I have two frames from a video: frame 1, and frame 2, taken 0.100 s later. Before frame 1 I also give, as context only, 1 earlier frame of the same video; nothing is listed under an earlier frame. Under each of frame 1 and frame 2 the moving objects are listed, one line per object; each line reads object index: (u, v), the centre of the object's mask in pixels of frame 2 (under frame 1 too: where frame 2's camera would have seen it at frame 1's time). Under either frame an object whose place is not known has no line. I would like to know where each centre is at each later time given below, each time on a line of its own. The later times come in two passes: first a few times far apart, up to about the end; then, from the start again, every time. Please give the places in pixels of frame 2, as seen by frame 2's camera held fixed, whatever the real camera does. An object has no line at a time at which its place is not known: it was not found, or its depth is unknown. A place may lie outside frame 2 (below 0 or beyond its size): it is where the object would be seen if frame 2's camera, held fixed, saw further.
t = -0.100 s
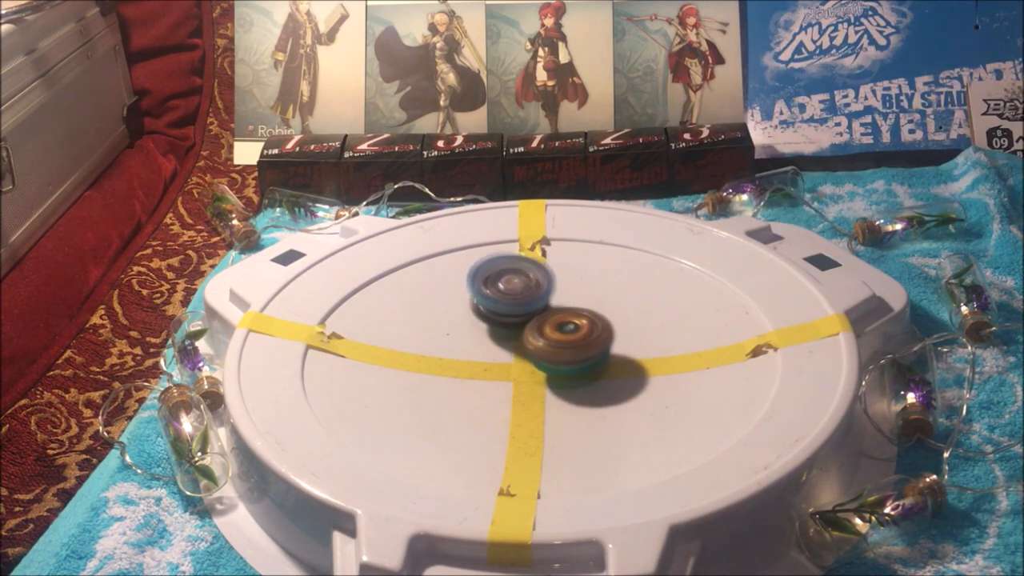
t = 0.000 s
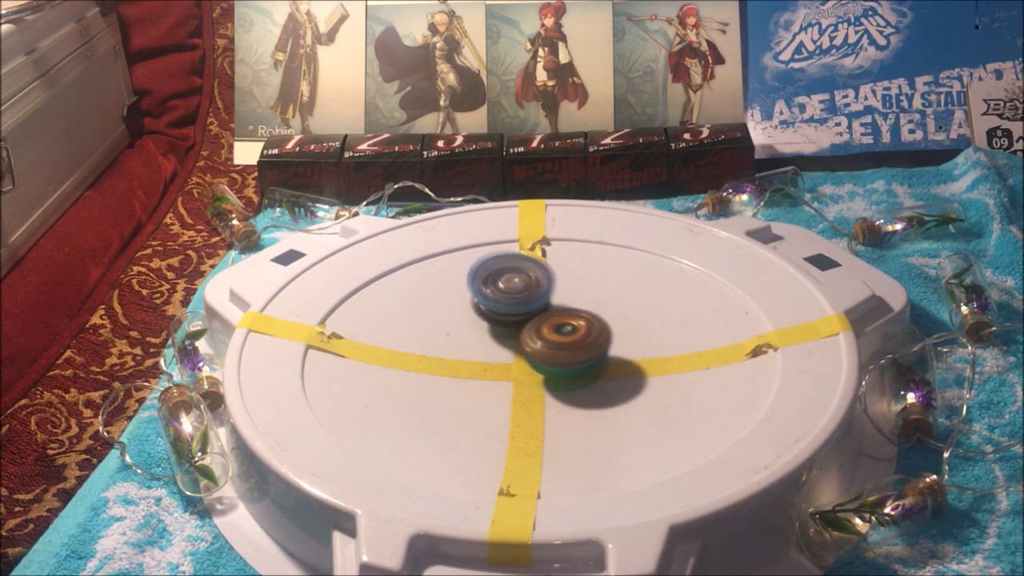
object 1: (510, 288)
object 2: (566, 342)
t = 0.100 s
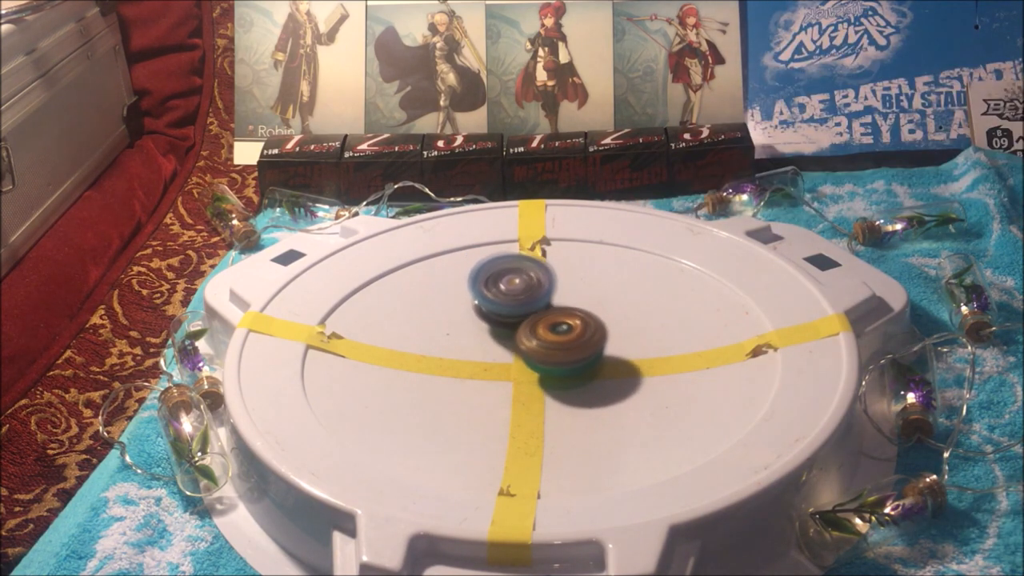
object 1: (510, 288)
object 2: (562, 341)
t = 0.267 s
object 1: (509, 284)
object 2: (560, 337)
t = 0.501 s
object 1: (505, 284)
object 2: (560, 333)
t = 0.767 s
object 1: (492, 278)
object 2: (555, 331)
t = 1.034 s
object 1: (480, 278)
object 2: (556, 319)
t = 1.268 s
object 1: (485, 290)
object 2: (567, 318)
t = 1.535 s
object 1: (485, 311)
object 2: (578, 326)
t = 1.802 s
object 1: (473, 327)
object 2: (566, 333)
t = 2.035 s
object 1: (459, 335)
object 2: (552, 329)
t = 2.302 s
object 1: (453, 338)
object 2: (555, 316)
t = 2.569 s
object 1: (477, 336)
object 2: (558, 310)
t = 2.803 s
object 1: (493, 344)
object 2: (566, 308)
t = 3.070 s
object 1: (500, 355)
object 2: (563, 313)
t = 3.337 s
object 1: (501, 361)
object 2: (556, 313)
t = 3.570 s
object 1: (499, 365)
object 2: (549, 317)
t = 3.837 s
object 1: (500, 362)
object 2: (561, 313)
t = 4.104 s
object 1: (512, 356)
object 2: (580, 314)
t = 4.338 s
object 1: (511, 349)
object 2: (585, 314)
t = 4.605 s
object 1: (497, 348)
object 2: (579, 314)
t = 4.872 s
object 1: (488, 342)
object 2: (566, 312)
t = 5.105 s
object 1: (482, 340)
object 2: (559, 306)
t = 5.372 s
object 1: (487, 338)
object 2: (562, 306)
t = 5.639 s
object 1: (484, 341)
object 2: (567, 311)
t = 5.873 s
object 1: (482, 344)
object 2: (567, 319)
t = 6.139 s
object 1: (474, 346)
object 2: (566, 324)
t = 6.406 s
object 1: (477, 345)
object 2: (564, 324)
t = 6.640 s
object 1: (475, 347)
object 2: (561, 318)
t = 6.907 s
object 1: (489, 354)
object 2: (556, 315)
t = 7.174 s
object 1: (517, 359)
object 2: (552, 306)
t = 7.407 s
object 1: (536, 361)
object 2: (550, 304)
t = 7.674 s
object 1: (554, 376)
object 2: (546, 309)
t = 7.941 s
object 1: (557, 375)
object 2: (546, 309)
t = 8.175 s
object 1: (559, 363)
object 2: (548, 307)
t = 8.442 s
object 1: (569, 361)
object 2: (546, 305)
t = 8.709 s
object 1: (573, 360)
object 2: (545, 306)
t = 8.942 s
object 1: (575, 358)
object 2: (547, 304)
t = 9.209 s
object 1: (569, 359)
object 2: (549, 304)
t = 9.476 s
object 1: (557, 359)
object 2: (544, 301)
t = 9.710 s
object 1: (547, 357)
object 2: (545, 298)
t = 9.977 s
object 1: (550, 358)
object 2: (547, 301)
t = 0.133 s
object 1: (510, 288)
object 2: (560, 340)
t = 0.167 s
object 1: (508, 287)
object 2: (559, 339)
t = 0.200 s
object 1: (509, 287)
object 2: (559, 338)
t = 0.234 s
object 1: (510, 287)
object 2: (560, 338)
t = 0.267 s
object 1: (509, 284)
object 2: (560, 337)
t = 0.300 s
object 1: (508, 284)
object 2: (561, 336)
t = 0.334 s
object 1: (508, 284)
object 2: (560, 336)
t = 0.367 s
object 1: (507, 284)
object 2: (561, 336)
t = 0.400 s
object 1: (507, 284)
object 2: (561, 335)
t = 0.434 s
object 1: (506, 284)
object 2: (560, 334)
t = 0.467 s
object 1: (506, 284)
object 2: (560, 334)
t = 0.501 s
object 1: (505, 284)
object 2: (560, 333)
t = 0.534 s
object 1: (505, 284)
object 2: (562, 333)
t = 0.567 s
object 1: (505, 284)
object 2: (562, 332)
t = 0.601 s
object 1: (504, 284)
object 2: (562, 332)
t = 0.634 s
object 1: (504, 284)
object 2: (561, 331)
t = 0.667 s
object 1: (501, 284)
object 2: (560, 331)
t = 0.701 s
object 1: (499, 283)
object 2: (557, 330)
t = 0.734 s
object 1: (496, 281)
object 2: (556, 331)
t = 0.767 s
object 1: (492, 278)
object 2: (555, 331)
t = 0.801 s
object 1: (489, 277)
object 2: (551, 329)
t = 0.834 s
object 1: (486, 276)
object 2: (547, 328)
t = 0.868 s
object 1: (484, 275)
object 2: (547, 327)
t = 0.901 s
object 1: (482, 275)
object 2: (548, 325)
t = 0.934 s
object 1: (481, 276)
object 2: (550, 324)
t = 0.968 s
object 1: (480, 276)
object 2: (551, 322)
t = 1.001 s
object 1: (480, 277)
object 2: (553, 321)
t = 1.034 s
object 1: (480, 278)
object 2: (556, 319)
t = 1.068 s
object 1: (479, 278)
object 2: (558, 318)
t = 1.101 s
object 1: (479, 279)
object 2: (559, 317)
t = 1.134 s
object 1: (480, 280)
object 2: (561, 316)
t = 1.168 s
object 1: (481, 282)
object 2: (563, 316)
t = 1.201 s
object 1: (482, 285)
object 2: (564, 315)
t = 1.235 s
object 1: (484, 288)
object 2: (566, 315)
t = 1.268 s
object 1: (485, 290)
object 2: (567, 318)
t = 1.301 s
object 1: (485, 291)
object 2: (571, 319)
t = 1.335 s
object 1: (483, 293)
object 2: (575, 316)
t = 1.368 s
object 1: (483, 296)
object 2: (577, 317)
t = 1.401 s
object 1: (483, 299)
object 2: (578, 322)
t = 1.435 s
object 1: (484, 301)
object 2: (579, 324)
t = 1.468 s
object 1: (484, 304)
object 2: (580, 322)
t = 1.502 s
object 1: (485, 308)
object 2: (579, 327)
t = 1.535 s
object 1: (485, 311)
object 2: (578, 326)
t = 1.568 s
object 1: (487, 314)
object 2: (576, 327)
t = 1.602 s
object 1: (485, 316)
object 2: (576, 329)
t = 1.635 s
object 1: (484, 318)
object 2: (576, 330)
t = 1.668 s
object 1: (482, 320)
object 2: (573, 331)
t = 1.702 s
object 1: (477, 323)
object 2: (570, 331)
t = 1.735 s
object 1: (475, 324)
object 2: (568, 332)
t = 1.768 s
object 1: (475, 325)
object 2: (567, 333)
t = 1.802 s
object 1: (473, 327)
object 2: (566, 333)
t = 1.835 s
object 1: (470, 329)
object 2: (565, 333)
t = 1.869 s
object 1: (467, 330)
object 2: (565, 333)
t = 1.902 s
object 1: (465, 331)
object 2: (564, 333)
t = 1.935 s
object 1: (463, 333)
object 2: (563, 332)
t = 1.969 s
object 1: (462, 334)
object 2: (560, 332)
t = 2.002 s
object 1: (461, 335)
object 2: (555, 331)
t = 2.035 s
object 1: (459, 335)
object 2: (552, 329)
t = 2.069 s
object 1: (456, 335)
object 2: (553, 327)
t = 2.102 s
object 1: (454, 336)
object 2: (553, 326)
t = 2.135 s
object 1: (453, 337)
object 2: (553, 324)
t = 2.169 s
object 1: (452, 337)
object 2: (553, 322)
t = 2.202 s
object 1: (452, 337)
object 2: (554, 321)
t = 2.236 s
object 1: (452, 338)
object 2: (554, 319)
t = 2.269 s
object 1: (452, 338)
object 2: (554, 317)
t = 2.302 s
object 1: (453, 338)
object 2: (555, 316)
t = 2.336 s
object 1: (455, 338)
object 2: (555, 315)
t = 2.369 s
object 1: (457, 338)
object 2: (556, 314)
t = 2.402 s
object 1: (460, 338)
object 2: (556, 313)
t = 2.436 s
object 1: (463, 337)
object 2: (556, 313)
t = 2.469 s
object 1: (467, 337)
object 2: (556, 312)
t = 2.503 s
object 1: (471, 336)
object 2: (556, 312)
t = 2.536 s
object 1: (476, 336)
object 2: (557, 311)
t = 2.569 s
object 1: (477, 336)
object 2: (558, 310)
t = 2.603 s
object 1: (480, 337)
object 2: (559, 310)
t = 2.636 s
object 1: (484, 337)
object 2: (561, 310)
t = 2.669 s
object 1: (485, 338)
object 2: (562, 309)
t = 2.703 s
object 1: (486, 339)
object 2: (564, 308)
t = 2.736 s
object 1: (488, 341)
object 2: (565, 308)
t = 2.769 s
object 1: (491, 342)
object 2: (566, 308)
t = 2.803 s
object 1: (493, 344)
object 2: (566, 308)
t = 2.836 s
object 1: (496, 345)
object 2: (567, 309)
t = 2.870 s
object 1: (499, 346)
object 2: (567, 310)
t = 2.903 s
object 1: (499, 347)
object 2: (567, 310)
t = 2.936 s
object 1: (497, 348)
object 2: (565, 312)
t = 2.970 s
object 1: (497, 350)
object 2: (565, 312)
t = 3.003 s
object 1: (499, 351)
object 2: (564, 313)
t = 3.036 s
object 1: (500, 353)
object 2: (564, 313)
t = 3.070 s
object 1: (500, 355)
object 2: (563, 313)
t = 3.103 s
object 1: (502, 356)
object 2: (563, 313)
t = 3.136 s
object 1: (503, 358)
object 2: (562, 313)
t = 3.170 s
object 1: (505, 359)
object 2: (561, 313)
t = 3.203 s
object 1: (506, 360)
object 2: (560, 313)
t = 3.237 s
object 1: (507, 361)
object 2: (558, 313)
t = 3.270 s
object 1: (506, 360)
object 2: (557, 314)
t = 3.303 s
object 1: (503, 360)
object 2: (557, 317)
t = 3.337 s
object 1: (501, 361)
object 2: (556, 313)
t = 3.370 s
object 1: (500, 362)
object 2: (555, 314)
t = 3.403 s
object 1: (500, 364)
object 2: (554, 316)
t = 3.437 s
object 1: (500, 365)
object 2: (554, 316)
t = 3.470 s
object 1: (499, 365)
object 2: (553, 317)
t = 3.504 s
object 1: (499, 366)
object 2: (552, 317)
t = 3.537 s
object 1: (499, 366)
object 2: (550, 317)
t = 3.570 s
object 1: (499, 365)
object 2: (549, 317)
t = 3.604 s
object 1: (500, 365)
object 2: (550, 315)
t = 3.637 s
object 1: (501, 364)
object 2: (551, 313)
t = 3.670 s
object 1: (502, 363)
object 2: (552, 311)
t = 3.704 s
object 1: (503, 362)
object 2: (553, 311)
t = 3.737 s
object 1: (505, 361)
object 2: (555, 312)
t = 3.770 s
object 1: (506, 359)
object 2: (557, 313)
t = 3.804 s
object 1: (504, 360)
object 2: (559, 313)
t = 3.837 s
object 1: (500, 362)
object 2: (561, 313)
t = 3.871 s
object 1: (500, 362)
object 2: (563, 312)
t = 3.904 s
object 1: (501, 362)
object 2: (566, 312)
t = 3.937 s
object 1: (502, 361)
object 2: (569, 312)
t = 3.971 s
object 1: (503, 361)
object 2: (571, 307)
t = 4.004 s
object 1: (505, 360)
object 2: (573, 308)
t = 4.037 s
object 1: (507, 359)
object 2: (576, 309)
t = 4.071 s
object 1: (509, 357)
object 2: (578, 313)
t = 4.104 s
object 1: (512, 356)
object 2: (580, 314)
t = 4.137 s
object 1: (514, 353)
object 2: (581, 315)
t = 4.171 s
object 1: (513, 350)
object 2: (582, 316)
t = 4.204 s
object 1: (510, 351)
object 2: (583, 311)
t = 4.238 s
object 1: (509, 350)
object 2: (584, 312)
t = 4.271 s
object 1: (510, 350)
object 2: (585, 312)
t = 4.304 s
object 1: (510, 350)
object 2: (586, 313)
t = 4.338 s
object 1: (511, 349)
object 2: (585, 314)
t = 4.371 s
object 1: (508, 350)
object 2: (586, 313)
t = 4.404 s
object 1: (505, 349)
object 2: (585, 314)
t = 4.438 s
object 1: (506, 349)
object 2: (585, 314)
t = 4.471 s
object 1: (506, 349)
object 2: (584, 315)
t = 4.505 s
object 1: (505, 349)
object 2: (582, 315)
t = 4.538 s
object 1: (504, 348)
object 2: (581, 315)
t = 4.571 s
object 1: (500, 348)
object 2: (580, 315)
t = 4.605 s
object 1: (497, 348)
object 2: (579, 314)
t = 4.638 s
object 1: (496, 348)
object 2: (578, 314)
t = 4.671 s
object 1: (495, 347)
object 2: (577, 314)
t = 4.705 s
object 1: (495, 347)
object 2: (575, 314)
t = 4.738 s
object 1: (495, 346)
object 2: (573, 314)
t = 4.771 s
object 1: (493, 345)
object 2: (572, 313)
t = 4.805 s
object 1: (492, 344)
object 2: (570, 312)
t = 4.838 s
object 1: (490, 343)
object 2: (568, 312)
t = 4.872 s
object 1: (488, 342)
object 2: (566, 312)
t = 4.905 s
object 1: (486, 343)
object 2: (565, 311)
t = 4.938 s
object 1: (485, 342)
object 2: (564, 310)
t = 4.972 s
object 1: (485, 342)
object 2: (562, 309)
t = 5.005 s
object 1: (485, 341)
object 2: (561, 309)
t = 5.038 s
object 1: (483, 341)
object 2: (560, 308)
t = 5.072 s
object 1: (482, 341)
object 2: (559, 307)
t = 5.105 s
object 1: (482, 340)
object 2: (559, 306)
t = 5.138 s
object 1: (483, 340)
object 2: (559, 306)
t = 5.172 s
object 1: (484, 339)
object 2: (558, 305)
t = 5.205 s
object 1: (482, 338)
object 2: (559, 305)
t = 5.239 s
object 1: (483, 338)
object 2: (559, 304)
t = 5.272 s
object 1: (483, 337)
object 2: (560, 304)
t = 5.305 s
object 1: (484, 337)
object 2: (561, 305)
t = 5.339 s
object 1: (485, 337)
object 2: (561, 305)
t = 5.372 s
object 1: (487, 338)
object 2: (562, 306)
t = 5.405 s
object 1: (486, 337)
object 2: (562, 306)
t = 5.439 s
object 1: (485, 338)
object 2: (563, 307)
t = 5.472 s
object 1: (486, 338)
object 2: (563, 307)
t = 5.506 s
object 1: (485, 338)
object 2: (563, 307)
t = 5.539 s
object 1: (486, 339)
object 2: (564, 309)
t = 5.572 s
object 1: (485, 340)
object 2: (564, 310)
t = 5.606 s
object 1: (486, 340)
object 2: (565, 311)
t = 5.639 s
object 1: (484, 341)
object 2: (567, 311)
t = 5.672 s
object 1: (483, 341)
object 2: (567, 312)
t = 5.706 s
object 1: (483, 342)
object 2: (568, 313)
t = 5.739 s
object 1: (482, 342)
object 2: (569, 314)
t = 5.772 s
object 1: (482, 343)
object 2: (568, 315)
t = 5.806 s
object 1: (483, 343)
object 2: (568, 317)
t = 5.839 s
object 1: (483, 344)
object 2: (567, 318)
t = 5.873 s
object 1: (482, 344)
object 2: (567, 319)
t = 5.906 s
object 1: (480, 345)
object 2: (567, 320)
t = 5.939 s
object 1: (479, 345)
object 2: (567, 321)
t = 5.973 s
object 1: (481, 345)
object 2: (566, 322)
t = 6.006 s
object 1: (479, 345)
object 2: (565, 323)
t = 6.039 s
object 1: (476, 346)
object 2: (566, 324)
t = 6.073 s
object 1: (476, 346)
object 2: (565, 324)
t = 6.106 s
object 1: (476, 346)
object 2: (564, 324)
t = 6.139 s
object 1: (474, 346)
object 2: (566, 324)
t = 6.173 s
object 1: (474, 346)
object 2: (567, 324)
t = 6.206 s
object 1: (474, 346)
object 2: (567, 324)
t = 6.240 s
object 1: (474, 346)
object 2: (567, 325)
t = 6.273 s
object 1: (475, 346)
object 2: (567, 325)
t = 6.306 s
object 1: (476, 346)
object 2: (566, 325)
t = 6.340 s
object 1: (477, 346)
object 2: (565, 325)
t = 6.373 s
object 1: (478, 345)
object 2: (564, 325)
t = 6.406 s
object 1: (477, 345)
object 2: (564, 324)
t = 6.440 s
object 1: (472, 346)
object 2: (565, 323)
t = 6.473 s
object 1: (473, 345)
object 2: (564, 322)
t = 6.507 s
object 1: (475, 346)
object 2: (565, 322)
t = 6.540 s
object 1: (476, 345)
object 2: (564, 320)
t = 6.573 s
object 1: (478, 346)
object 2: (564, 323)
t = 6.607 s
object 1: (476, 346)
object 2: (562, 319)
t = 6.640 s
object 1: (475, 347)
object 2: (561, 318)
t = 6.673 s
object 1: (475, 347)
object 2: (560, 318)
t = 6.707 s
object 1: (479, 347)
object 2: (560, 318)
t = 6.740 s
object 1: (481, 347)
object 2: (559, 317)
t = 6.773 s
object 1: (484, 348)
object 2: (559, 321)
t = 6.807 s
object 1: (485, 348)
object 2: (558, 320)
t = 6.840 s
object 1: (484, 351)
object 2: (557, 318)
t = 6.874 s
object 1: (485, 353)
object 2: (556, 317)
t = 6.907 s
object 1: (489, 354)
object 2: (556, 315)
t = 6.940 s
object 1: (492, 355)
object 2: (557, 313)
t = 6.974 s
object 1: (496, 356)
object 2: (557, 312)
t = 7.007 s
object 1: (499, 357)
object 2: (556, 311)
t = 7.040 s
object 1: (503, 358)
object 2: (555, 310)
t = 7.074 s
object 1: (506, 359)
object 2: (554, 308)
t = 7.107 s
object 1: (509, 358)
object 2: (553, 307)
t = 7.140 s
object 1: (513, 358)
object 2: (553, 306)
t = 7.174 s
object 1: (517, 359)
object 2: (552, 306)
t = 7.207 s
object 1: (519, 359)
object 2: (550, 305)
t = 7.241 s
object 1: (522, 359)
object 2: (551, 305)
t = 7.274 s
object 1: (526, 359)
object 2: (551, 303)
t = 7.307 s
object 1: (529, 360)
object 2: (551, 304)
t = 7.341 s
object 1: (533, 359)
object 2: (550, 303)
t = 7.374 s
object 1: (535, 359)
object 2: (549, 304)
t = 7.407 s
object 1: (536, 361)
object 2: (550, 304)
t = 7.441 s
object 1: (540, 361)
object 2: (549, 303)
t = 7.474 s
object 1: (544, 363)
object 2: (548, 305)
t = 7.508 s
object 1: (546, 364)
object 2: (548, 306)
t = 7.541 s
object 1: (549, 365)
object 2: (548, 306)
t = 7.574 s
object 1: (550, 371)
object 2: (547, 307)
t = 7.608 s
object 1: (551, 374)
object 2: (546, 308)
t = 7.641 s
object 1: (553, 375)
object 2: (546, 308)
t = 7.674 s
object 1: (554, 376)
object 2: (546, 309)
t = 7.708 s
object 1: (555, 376)
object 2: (547, 309)
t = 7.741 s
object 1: (556, 377)
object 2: (546, 309)
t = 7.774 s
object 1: (556, 377)
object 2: (545, 309)
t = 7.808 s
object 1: (557, 377)
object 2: (546, 308)
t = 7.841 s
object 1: (557, 377)
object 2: (547, 308)
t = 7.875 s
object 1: (558, 376)
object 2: (548, 308)
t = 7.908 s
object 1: (557, 376)
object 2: (547, 308)
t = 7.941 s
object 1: (557, 375)
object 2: (546, 309)
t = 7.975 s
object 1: (557, 373)
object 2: (546, 309)
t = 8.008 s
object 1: (557, 371)
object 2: (546, 309)
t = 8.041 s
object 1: (557, 369)
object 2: (548, 308)
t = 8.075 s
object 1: (556, 367)
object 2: (548, 307)
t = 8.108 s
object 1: (558, 365)
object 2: (548, 307)
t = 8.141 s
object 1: (559, 364)
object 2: (548, 307)
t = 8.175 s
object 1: (559, 363)
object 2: (548, 307)
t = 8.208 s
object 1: (559, 362)
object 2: (547, 306)
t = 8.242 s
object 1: (559, 362)
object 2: (545, 306)
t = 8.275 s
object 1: (559, 362)
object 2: (545, 306)
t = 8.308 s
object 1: (561, 362)
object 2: (545, 306)
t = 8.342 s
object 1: (563, 362)
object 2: (543, 307)
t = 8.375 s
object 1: (565, 362)
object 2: (541, 307)
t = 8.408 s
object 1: (567, 362)
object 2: (543, 306)
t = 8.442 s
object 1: (569, 361)
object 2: (546, 305)
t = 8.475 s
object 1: (569, 361)
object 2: (545, 305)
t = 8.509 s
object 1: (570, 361)
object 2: (544, 305)
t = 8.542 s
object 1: (571, 360)
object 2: (544, 306)
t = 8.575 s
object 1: (571, 360)
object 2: (545, 307)
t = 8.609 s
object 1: (571, 361)
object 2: (543, 307)
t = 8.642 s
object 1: (570, 362)
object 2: (541, 307)
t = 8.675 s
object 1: (572, 361)
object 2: (544, 306)
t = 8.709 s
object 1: (573, 360)
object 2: (545, 306)
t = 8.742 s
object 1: (573, 360)
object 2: (545, 307)
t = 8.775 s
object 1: (573, 360)
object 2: (543, 307)
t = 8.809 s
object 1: (574, 360)
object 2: (543, 307)
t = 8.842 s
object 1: (573, 360)
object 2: (542, 308)
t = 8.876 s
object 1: (574, 360)
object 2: (543, 307)
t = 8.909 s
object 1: (574, 359)
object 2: (544, 305)
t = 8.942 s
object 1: (575, 358)
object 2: (547, 304)
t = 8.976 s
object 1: (575, 358)
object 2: (547, 304)
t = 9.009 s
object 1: (575, 358)
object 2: (547, 304)
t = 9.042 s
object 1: (574, 358)
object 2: (547, 304)
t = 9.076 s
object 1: (571, 359)
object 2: (549, 304)
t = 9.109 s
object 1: (570, 359)
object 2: (549, 304)
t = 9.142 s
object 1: (571, 359)
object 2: (548, 304)
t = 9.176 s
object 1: (570, 359)
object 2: (549, 304)
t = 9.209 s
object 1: (569, 359)
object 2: (549, 304)
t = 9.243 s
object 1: (568, 359)
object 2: (548, 304)
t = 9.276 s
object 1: (567, 359)
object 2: (547, 303)
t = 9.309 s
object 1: (566, 359)
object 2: (547, 304)
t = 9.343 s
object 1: (564, 359)
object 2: (546, 304)
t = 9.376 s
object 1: (563, 359)
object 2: (544, 303)
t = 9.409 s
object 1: (561, 359)
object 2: (544, 303)
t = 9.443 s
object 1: (560, 358)
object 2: (545, 302)
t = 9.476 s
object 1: (557, 359)
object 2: (544, 301)
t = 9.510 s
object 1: (556, 358)
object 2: (543, 301)
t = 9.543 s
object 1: (554, 357)
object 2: (547, 300)
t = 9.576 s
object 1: (553, 357)
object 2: (545, 300)
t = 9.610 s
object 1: (551, 357)
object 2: (545, 299)
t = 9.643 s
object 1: (550, 357)
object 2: (545, 299)
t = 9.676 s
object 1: (549, 357)
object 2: (545, 299)
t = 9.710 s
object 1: (547, 357)
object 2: (545, 298)
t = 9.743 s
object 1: (547, 356)
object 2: (545, 298)
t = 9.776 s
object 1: (547, 356)
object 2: (546, 299)
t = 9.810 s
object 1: (547, 357)
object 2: (545, 299)
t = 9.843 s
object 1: (548, 358)
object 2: (547, 299)
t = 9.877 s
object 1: (548, 358)
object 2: (548, 300)
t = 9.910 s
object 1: (549, 359)
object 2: (547, 301)
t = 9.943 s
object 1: (551, 359)
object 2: (547, 302)
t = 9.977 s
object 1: (550, 358)
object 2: (547, 301)
